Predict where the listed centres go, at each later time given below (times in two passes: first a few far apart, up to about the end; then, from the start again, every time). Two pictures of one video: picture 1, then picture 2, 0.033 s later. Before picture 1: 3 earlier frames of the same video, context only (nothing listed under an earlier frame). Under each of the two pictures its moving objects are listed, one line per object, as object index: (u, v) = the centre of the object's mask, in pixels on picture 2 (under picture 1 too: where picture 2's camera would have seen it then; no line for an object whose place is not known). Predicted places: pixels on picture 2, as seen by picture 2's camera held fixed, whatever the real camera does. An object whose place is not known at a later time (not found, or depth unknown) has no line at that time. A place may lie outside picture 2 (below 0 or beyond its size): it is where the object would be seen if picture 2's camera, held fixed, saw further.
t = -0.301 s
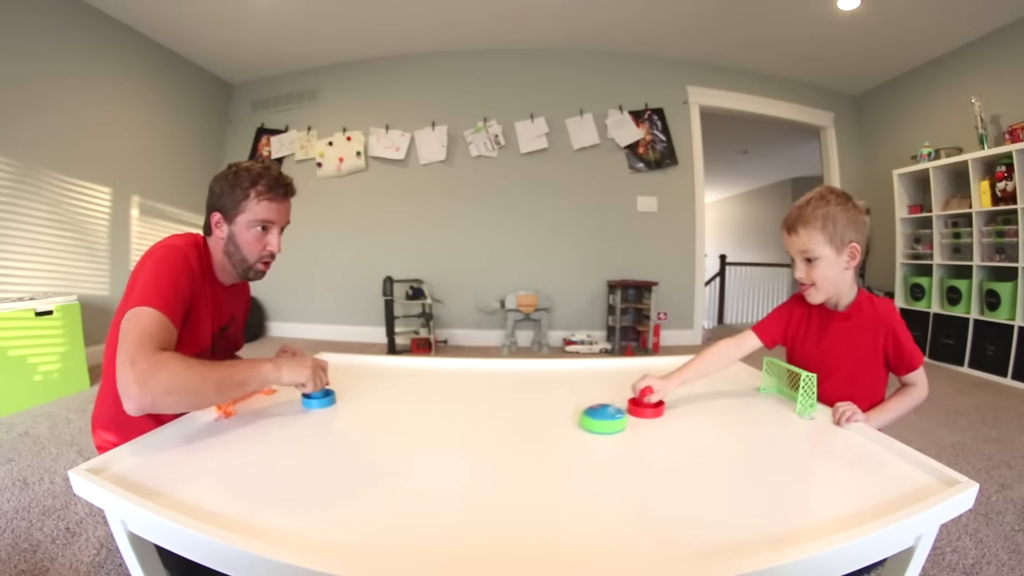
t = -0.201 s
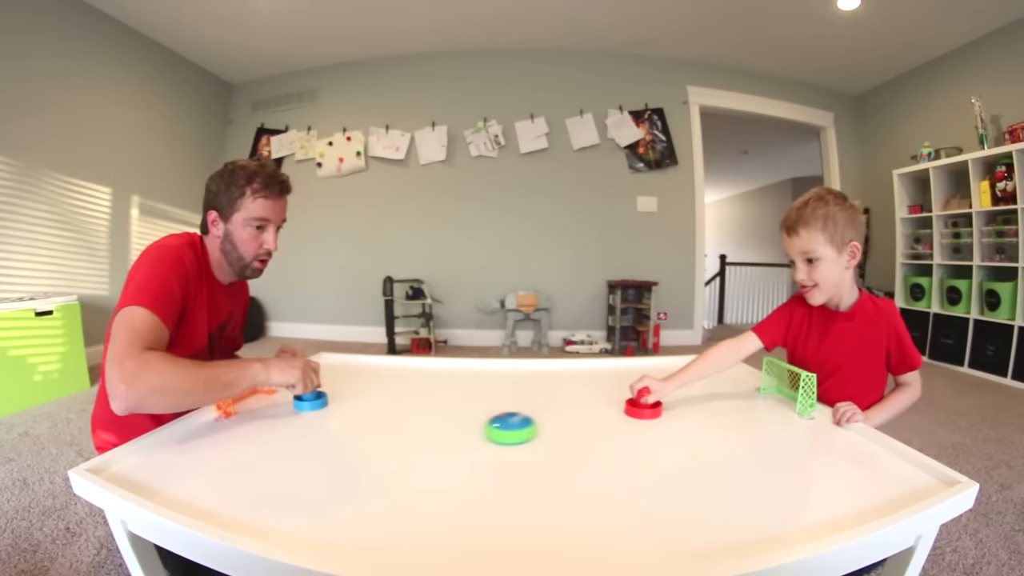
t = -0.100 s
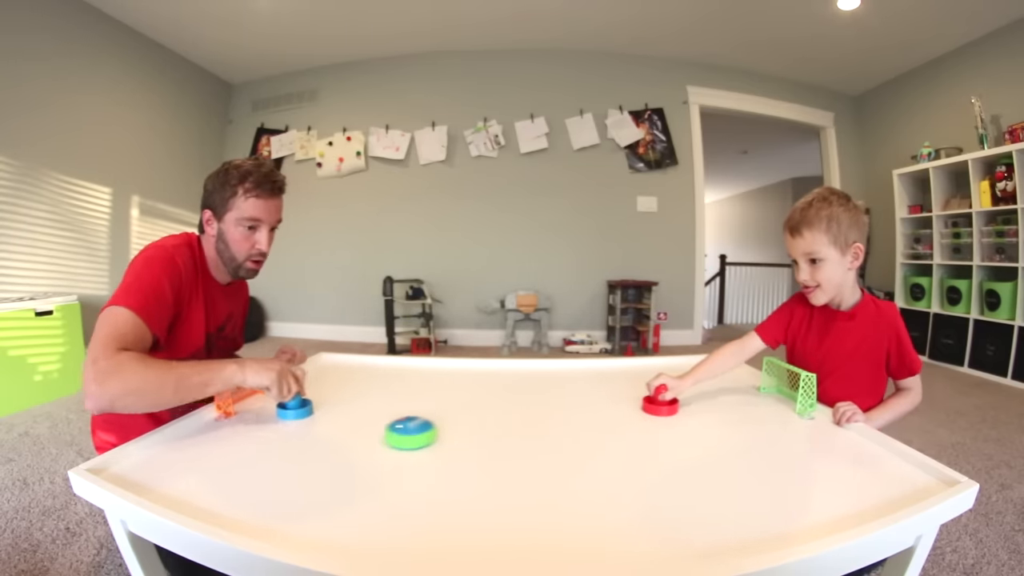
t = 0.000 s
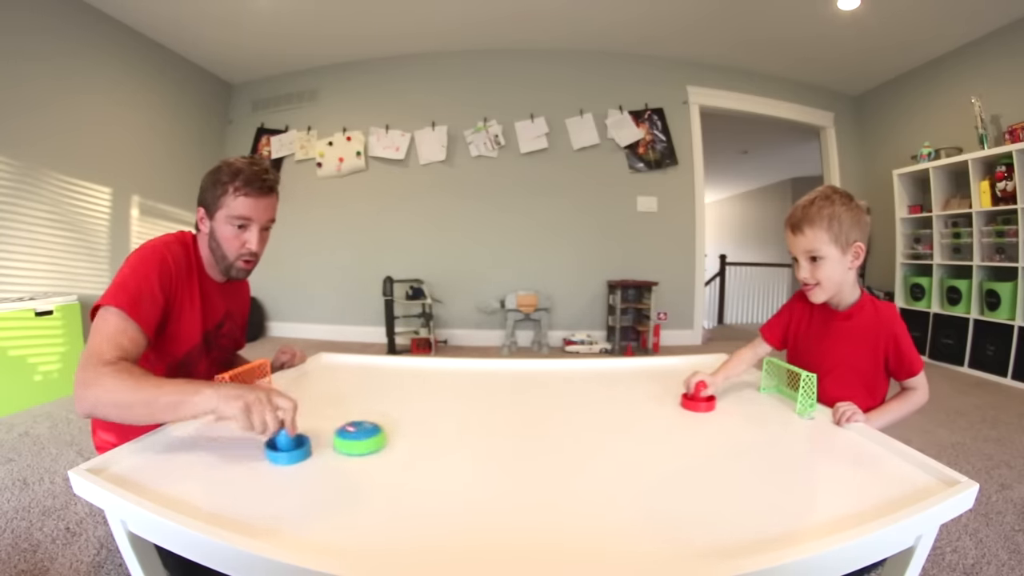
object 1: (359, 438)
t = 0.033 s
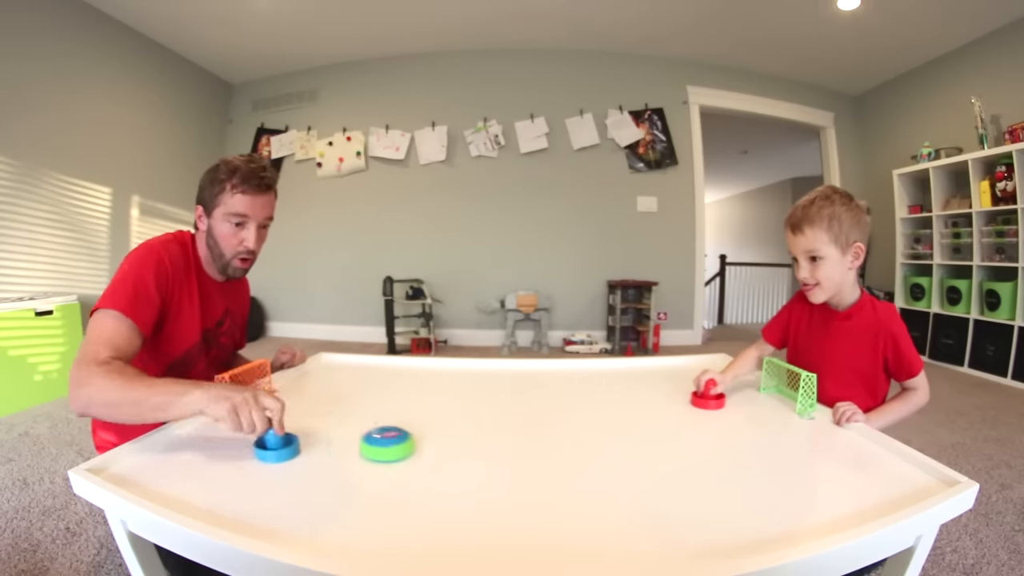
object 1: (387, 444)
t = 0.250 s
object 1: (615, 474)
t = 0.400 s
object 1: (780, 474)
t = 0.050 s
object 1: (401, 447)
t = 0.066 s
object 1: (417, 450)
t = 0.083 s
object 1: (433, 453)
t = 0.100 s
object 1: (449, 456)
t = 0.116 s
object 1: (466, 459)
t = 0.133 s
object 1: (483, 461)
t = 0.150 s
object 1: (502, 464)
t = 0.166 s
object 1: (520, 466)
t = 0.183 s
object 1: (538, 468)
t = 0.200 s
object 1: (557, 470)
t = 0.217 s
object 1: (576, 472)
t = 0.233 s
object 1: (596, 473)
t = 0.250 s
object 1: (615, 474)
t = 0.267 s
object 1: (635, 475)
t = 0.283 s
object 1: (654, 476)
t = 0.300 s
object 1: (673, 476)
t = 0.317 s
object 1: (692, 476)
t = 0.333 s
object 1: (710, 476)
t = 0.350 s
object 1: (728, 476)
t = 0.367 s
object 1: (746, 475)
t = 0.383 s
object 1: (763, 475)
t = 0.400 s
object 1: (780, 474)
